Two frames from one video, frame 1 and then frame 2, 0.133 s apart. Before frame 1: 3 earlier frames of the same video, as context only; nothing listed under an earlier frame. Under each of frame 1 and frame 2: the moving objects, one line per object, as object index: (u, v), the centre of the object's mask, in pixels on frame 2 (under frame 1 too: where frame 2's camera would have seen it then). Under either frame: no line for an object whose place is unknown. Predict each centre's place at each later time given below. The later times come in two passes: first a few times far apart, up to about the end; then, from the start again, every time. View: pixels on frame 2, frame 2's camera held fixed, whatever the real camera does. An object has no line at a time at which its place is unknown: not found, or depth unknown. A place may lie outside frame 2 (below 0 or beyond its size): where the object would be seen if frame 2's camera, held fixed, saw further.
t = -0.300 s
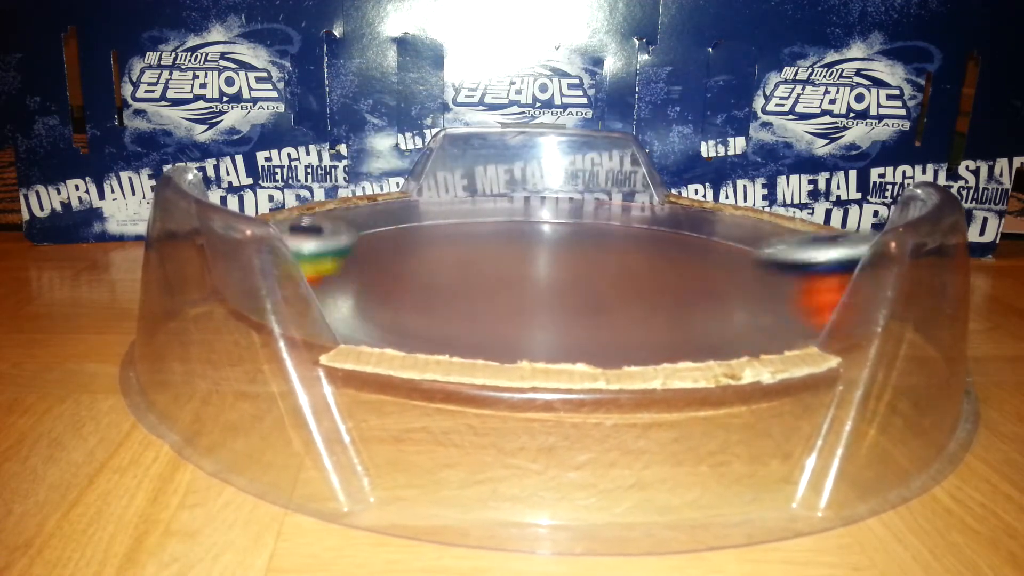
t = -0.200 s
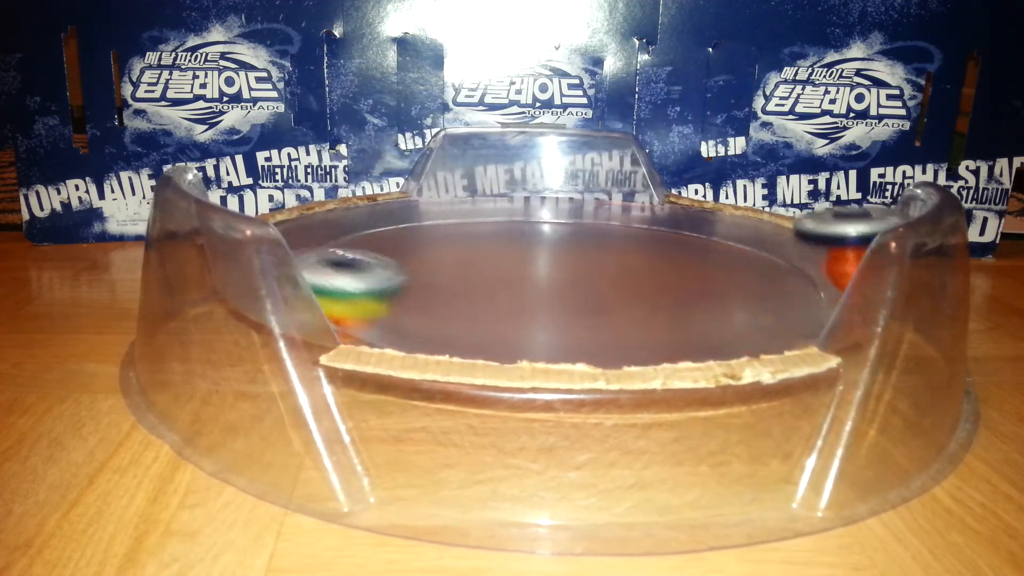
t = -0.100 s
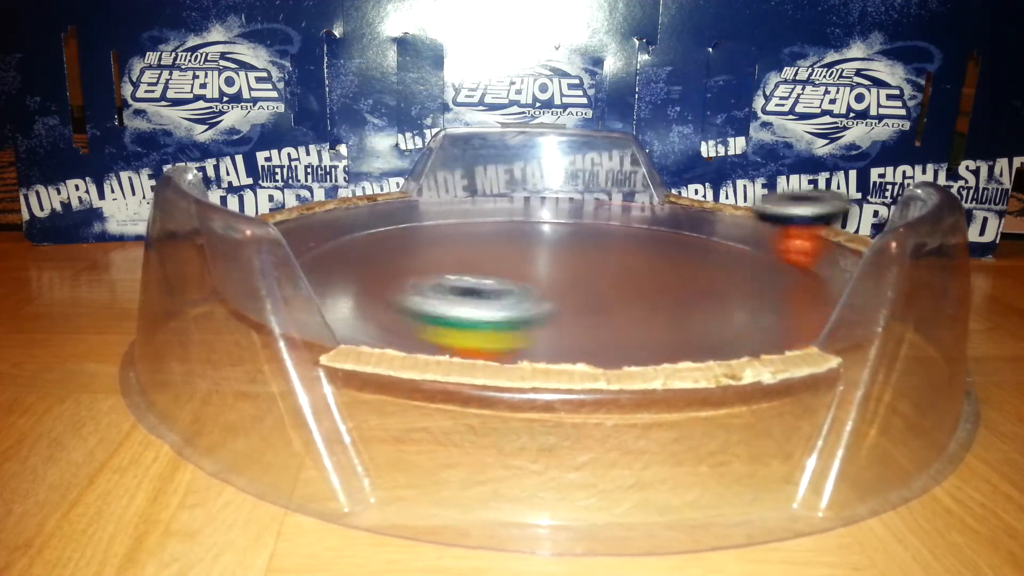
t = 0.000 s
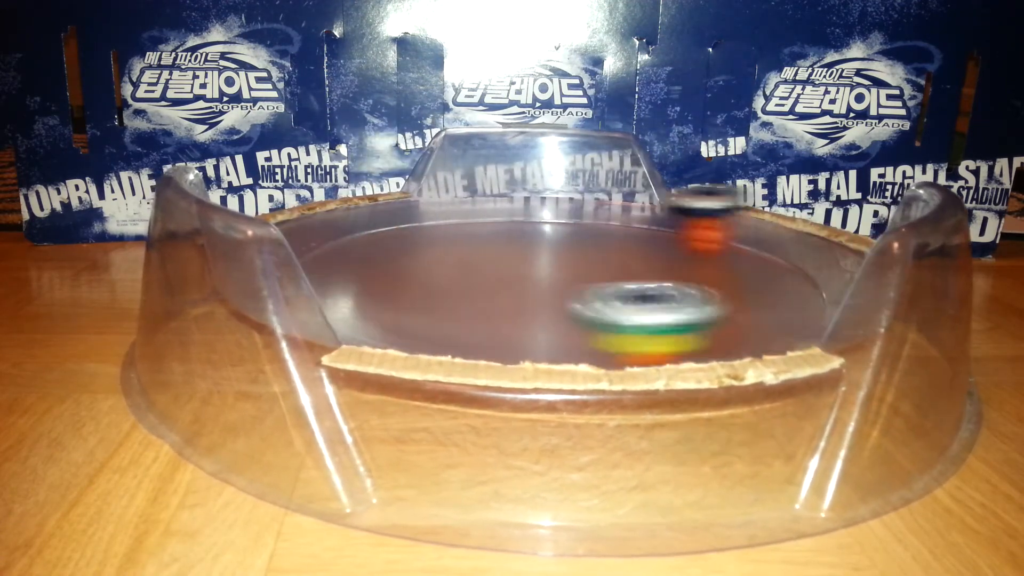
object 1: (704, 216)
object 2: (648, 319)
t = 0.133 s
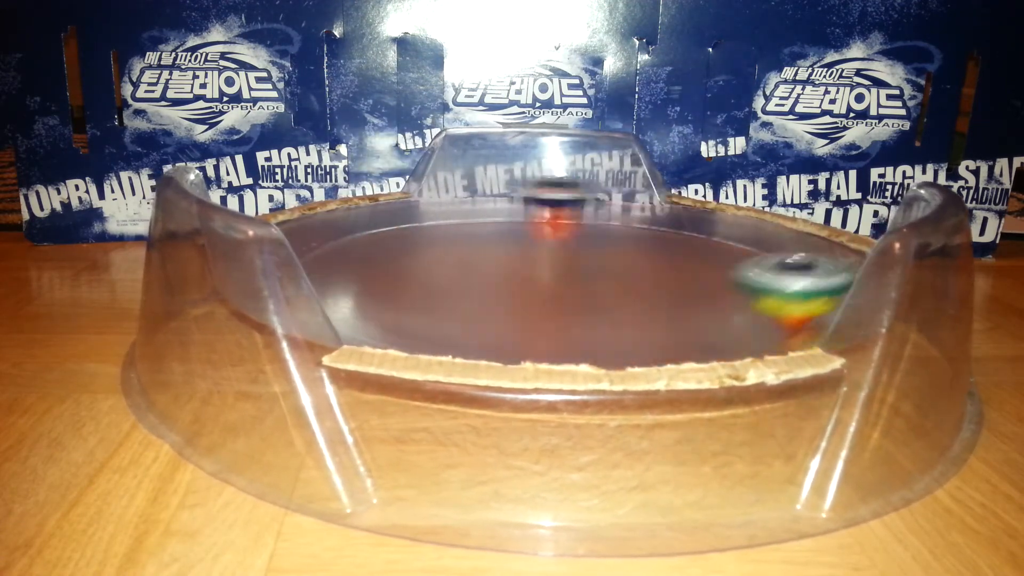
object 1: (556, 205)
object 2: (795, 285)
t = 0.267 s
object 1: (400, 200)
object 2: (791, 241)
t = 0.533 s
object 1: (308, 237)
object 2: (558, 202)
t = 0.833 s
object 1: (723, 296)
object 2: (328, 240)
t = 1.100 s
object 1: (716, 207)
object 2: (525, 318)
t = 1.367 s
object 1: (397, 197)
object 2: (783, 271)
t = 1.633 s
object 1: (406, 292)
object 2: (618, 215)
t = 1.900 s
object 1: (821, 249)
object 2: (395, 231)
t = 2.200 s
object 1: (407, 193)
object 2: (497, 313)
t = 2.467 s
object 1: (581, 313)
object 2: (750, 272)
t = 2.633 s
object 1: (820, 240)
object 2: (672, 233)
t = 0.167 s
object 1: (516, 202)
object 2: (805, 274)
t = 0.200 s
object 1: (478, 200)
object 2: (809, 262)
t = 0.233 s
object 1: (438, 200)
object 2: (805, 252)
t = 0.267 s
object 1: (400, 200)
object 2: (791, 241)
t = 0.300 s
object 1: (365, 199)
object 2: (770, 232)
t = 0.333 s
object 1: (336, 200)
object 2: (747, 225)
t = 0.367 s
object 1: (310, 205)
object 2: (719, 220)
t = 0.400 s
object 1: (288, 202)
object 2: (689, 215)
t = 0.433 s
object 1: (270, 200)
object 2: (659, 210)
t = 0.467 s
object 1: (271, 205)
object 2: (622, 207)
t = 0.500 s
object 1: (288, 217)
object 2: (596, 204)
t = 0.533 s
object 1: (308, 237)
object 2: (558, 202)
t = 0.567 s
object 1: (327, 252)
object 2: (524, 201)
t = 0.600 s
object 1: (349, 270)
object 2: (494, 202)
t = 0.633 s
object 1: (390, 282)
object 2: (461, 204)
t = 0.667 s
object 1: (431, 290)
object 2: (431, 207)
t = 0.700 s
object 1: (493, 295)
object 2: (404, 211)
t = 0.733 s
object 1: (558, 300)
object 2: (380, 216)
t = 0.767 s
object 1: (623, 304)
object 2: (358, 224)
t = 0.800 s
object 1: (677, 302)
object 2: (340, 231)
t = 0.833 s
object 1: (723, 296)
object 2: (328, 240)
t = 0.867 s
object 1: (758, 287)
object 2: (327, 249)
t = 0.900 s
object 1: (783, 274)
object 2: (332, 260)
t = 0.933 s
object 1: (798, 261)
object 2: (341, 272)
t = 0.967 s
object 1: (801, 248)
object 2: (357, 284)
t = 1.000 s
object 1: (798, 234)
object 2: (386, 295)
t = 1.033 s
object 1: (783, 222)
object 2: (425, 305)
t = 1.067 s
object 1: (755, 213)
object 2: (471, 313)
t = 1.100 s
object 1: (716, 207)
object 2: (525, 318)
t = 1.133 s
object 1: (683, 203)
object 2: (579, 321)
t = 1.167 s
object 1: (643, 197)
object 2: (631, 320)
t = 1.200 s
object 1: (606, 192)
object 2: (676, 316)
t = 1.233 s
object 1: (567, 190)
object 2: (716, 309)
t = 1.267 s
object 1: (523, 187)
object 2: (747, 301)
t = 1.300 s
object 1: (482, 189)
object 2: (767, 291)
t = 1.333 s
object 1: (441, 192)
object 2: (780, 281)
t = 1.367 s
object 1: (397, 197)
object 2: (783, 271)
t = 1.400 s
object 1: (365, 203)
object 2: (778, 260)
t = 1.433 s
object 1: (336, 212)
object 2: (765, 251)
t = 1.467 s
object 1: (315, 220)
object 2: (750, 242)
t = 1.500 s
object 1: (308, 226)
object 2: (730, 236)
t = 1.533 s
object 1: (318, 241)
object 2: (704, 228)
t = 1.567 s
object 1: (333, 255)
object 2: (679, 224)
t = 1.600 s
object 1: (360, 279)
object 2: (649, 219)
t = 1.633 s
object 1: (406, 292)
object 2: (618, 215)
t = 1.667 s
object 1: (479, 301)
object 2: (589, 213)
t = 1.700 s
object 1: (557, 306)
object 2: (557, 211)
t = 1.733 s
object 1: (639, 309)
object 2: (522, 211)
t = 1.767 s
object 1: (707, 304)
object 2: (496, 213)
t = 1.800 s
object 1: (763, 293)
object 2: (466, 216)
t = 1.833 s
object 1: (801, 282)
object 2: (441, 219)
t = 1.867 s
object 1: (821, 263)
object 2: (418, 224)
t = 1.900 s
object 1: (821, 249)
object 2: (395, 231)
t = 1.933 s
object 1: (804, 235)
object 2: (376, 237)
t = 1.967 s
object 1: (775, 222)
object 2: (363, 243)
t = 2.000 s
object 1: (735, 211)
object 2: (357, 254)
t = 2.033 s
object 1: (687, 202)
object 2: (357, 264)
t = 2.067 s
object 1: (632, 193)
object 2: (366, 273)
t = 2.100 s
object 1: (580, 190)
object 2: (384, 285)
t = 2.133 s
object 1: (520, 187)
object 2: (414, 296)
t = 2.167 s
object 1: (456, 189)
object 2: (453, 305)
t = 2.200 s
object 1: (407, 193)
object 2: (497, 313)
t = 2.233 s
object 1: (361, 202)
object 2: (550, 318)
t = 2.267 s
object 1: (326, 217)
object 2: (602, 318)
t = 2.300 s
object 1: (308, 221)
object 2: (647, 314)
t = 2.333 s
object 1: (314, 243)
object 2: (686, 310)
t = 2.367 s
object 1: (334, 262)
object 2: (716, 302)
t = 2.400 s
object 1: (385, 287)
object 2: (736, 292)
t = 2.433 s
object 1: (476, 305)
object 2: (748, 282)
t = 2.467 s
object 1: (581, 313)
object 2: (750, 272)
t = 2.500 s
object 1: (678, 312)
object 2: (748, 259)
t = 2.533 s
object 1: (758, 298)
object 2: (731, 245)
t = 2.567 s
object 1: (810, 277)
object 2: (711, 245)
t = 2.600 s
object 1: (831, 258)
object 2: (692, 239)
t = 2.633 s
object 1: (820, 240)
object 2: (672, 233)
